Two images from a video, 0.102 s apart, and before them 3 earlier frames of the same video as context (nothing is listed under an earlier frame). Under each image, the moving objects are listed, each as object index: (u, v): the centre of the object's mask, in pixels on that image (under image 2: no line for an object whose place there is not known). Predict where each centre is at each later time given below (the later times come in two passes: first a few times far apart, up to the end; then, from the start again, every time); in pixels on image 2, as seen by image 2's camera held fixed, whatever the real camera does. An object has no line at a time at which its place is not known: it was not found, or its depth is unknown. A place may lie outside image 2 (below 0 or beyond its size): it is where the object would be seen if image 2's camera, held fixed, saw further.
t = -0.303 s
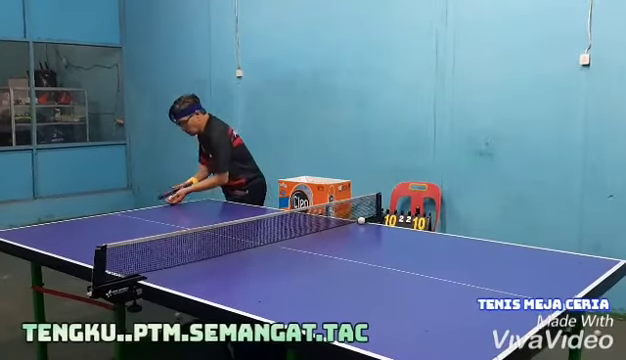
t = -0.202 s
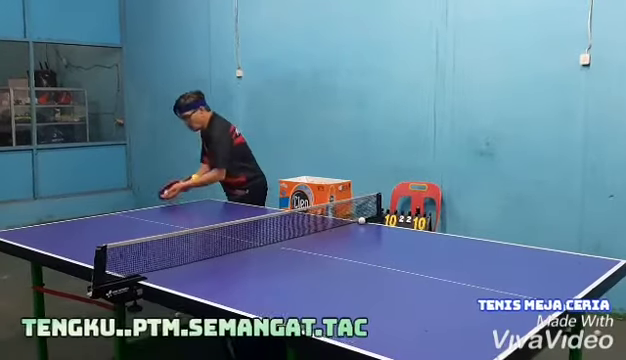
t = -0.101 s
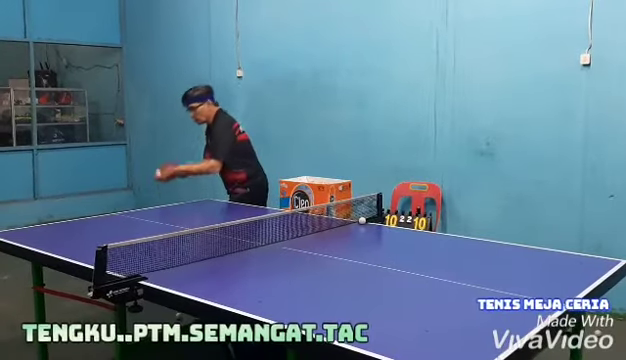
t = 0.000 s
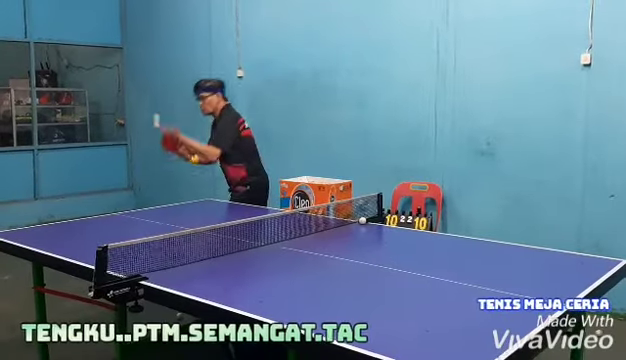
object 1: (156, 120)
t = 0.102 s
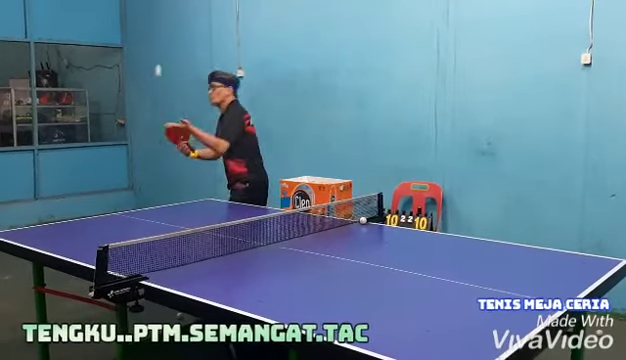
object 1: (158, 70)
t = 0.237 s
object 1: (160, 29)
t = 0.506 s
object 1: (165, 28)
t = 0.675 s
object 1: (171, 78)
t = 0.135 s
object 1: (158, 57)
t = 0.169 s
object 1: (158, 46)
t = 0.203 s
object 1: (159, 37)
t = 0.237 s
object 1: (160, 29)
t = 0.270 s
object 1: (160, 23)
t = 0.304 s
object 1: (161, 19)
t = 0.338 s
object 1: (161, 17)
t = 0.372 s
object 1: (162, 16)
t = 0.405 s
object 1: (163, 17)
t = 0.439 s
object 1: (163, 19)
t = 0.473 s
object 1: (164, 23)
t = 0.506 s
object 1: (165, 28)
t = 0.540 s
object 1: (166, 36)
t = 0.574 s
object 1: (167, 44)
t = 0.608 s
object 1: (168, 54)
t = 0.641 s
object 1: (169, 65)
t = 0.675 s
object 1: (171, 78)
